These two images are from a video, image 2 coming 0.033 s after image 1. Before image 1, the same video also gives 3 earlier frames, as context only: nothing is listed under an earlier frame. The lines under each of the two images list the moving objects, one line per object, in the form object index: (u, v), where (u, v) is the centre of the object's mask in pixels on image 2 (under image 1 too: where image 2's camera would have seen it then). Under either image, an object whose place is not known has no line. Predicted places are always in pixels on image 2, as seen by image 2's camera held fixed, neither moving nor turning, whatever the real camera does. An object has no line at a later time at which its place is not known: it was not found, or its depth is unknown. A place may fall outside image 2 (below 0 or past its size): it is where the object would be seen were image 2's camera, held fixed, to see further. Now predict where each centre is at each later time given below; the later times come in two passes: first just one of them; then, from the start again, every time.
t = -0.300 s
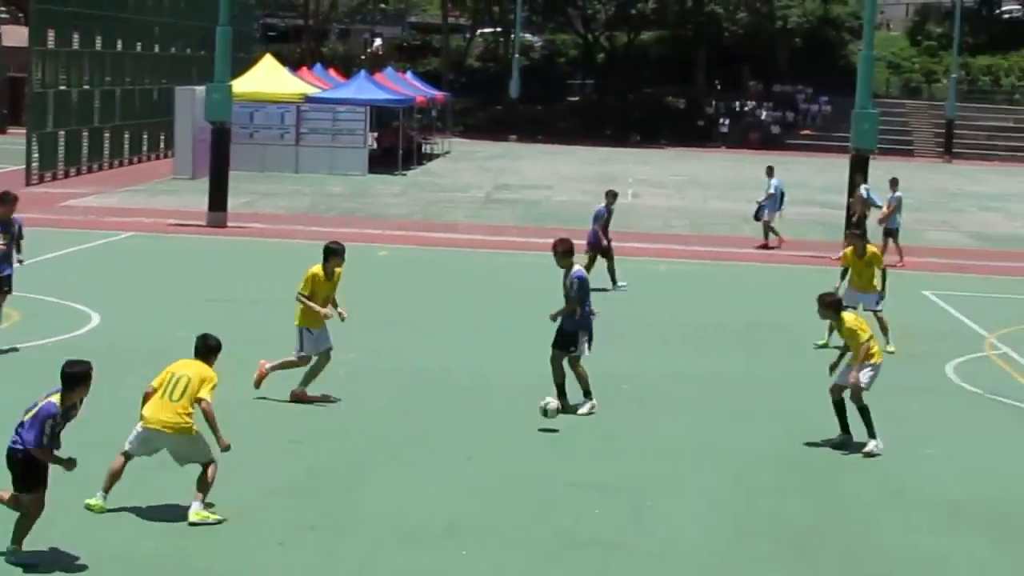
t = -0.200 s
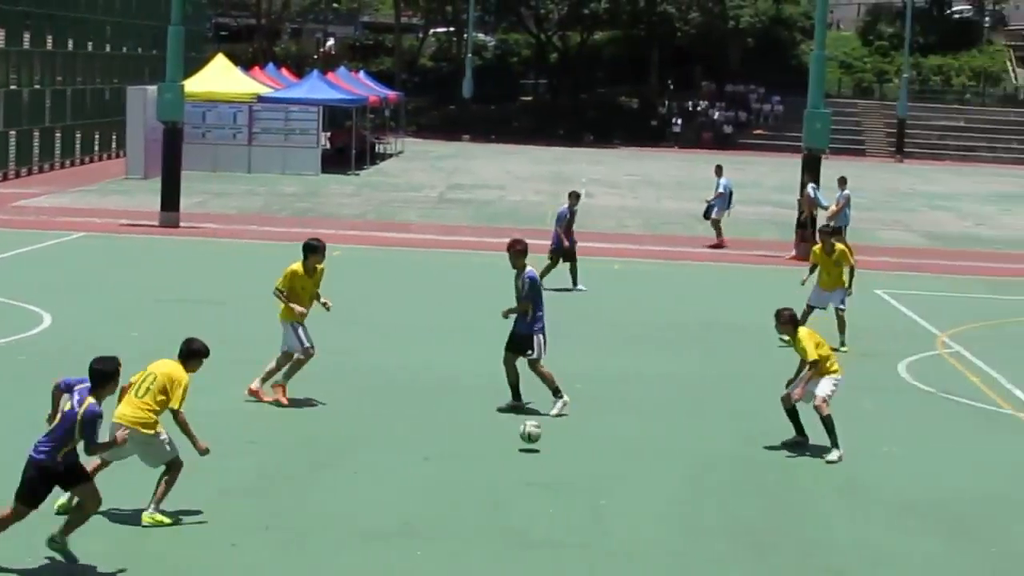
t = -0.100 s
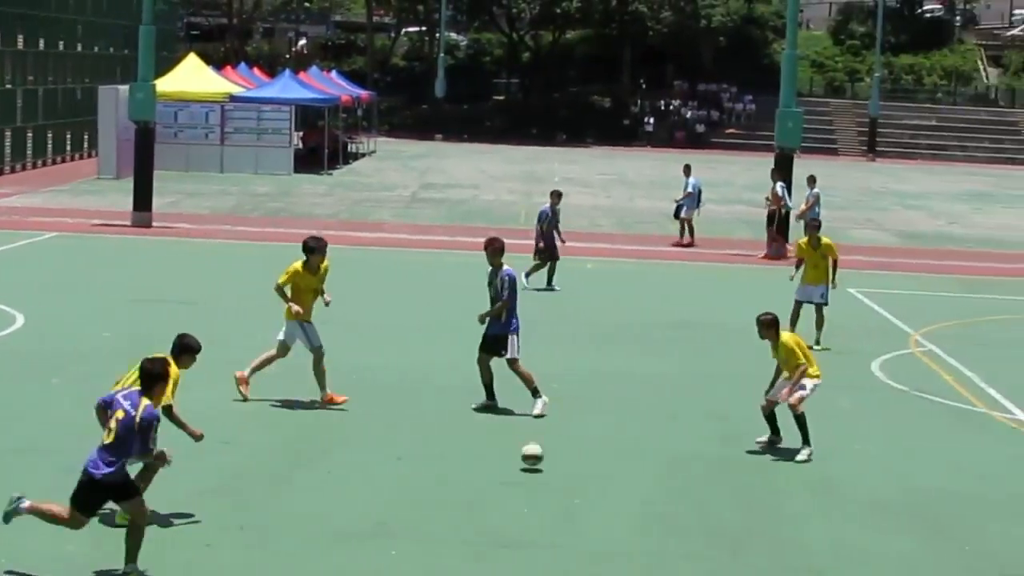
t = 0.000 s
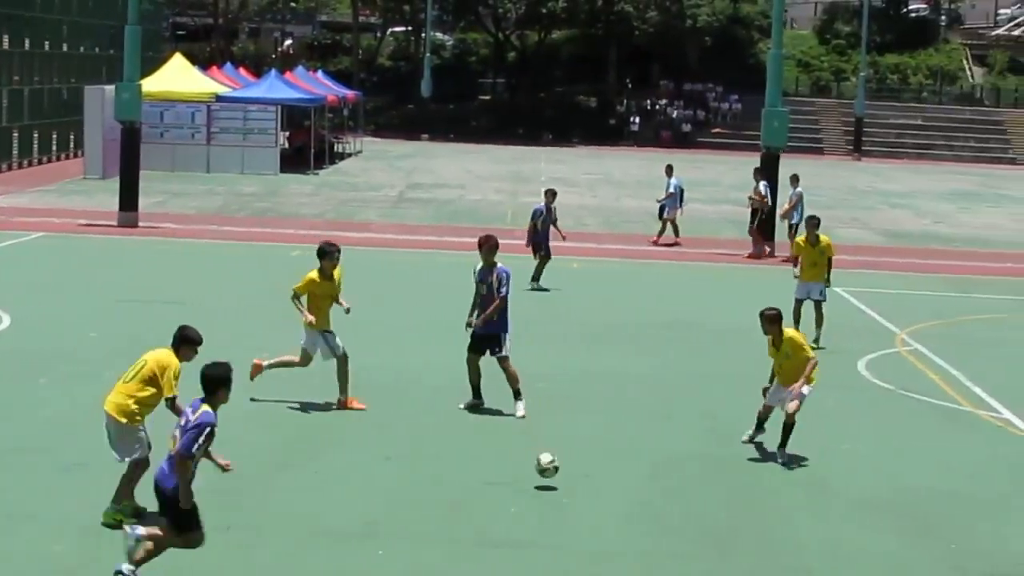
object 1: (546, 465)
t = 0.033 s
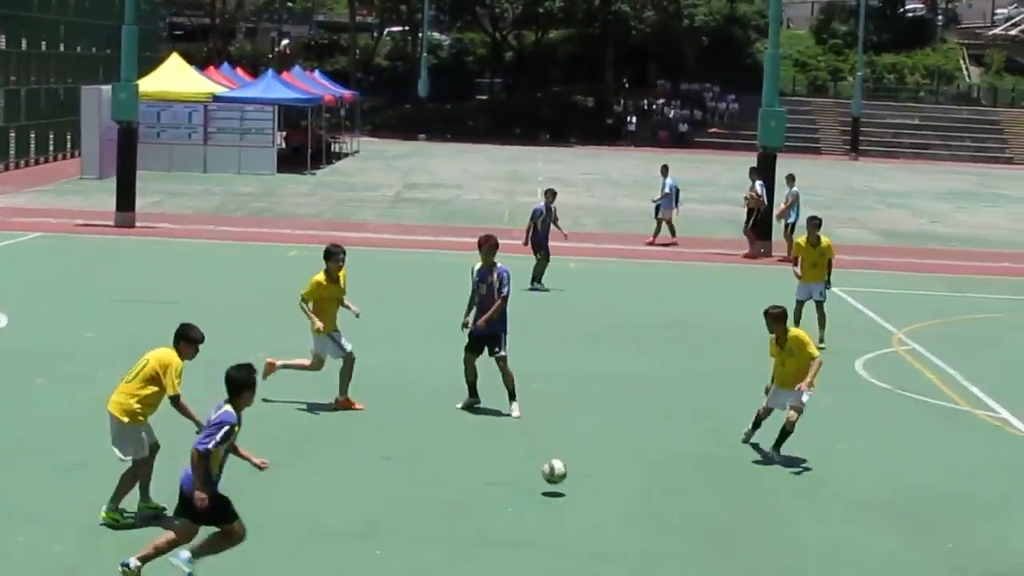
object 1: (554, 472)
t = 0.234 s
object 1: (607, 513)
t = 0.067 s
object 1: (563, 480)
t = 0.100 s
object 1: (572, 491)
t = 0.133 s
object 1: (579, 503)
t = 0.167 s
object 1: (586, 505)
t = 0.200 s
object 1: (597, 509)
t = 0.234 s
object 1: (607, 513)
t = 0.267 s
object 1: (616, 520)
